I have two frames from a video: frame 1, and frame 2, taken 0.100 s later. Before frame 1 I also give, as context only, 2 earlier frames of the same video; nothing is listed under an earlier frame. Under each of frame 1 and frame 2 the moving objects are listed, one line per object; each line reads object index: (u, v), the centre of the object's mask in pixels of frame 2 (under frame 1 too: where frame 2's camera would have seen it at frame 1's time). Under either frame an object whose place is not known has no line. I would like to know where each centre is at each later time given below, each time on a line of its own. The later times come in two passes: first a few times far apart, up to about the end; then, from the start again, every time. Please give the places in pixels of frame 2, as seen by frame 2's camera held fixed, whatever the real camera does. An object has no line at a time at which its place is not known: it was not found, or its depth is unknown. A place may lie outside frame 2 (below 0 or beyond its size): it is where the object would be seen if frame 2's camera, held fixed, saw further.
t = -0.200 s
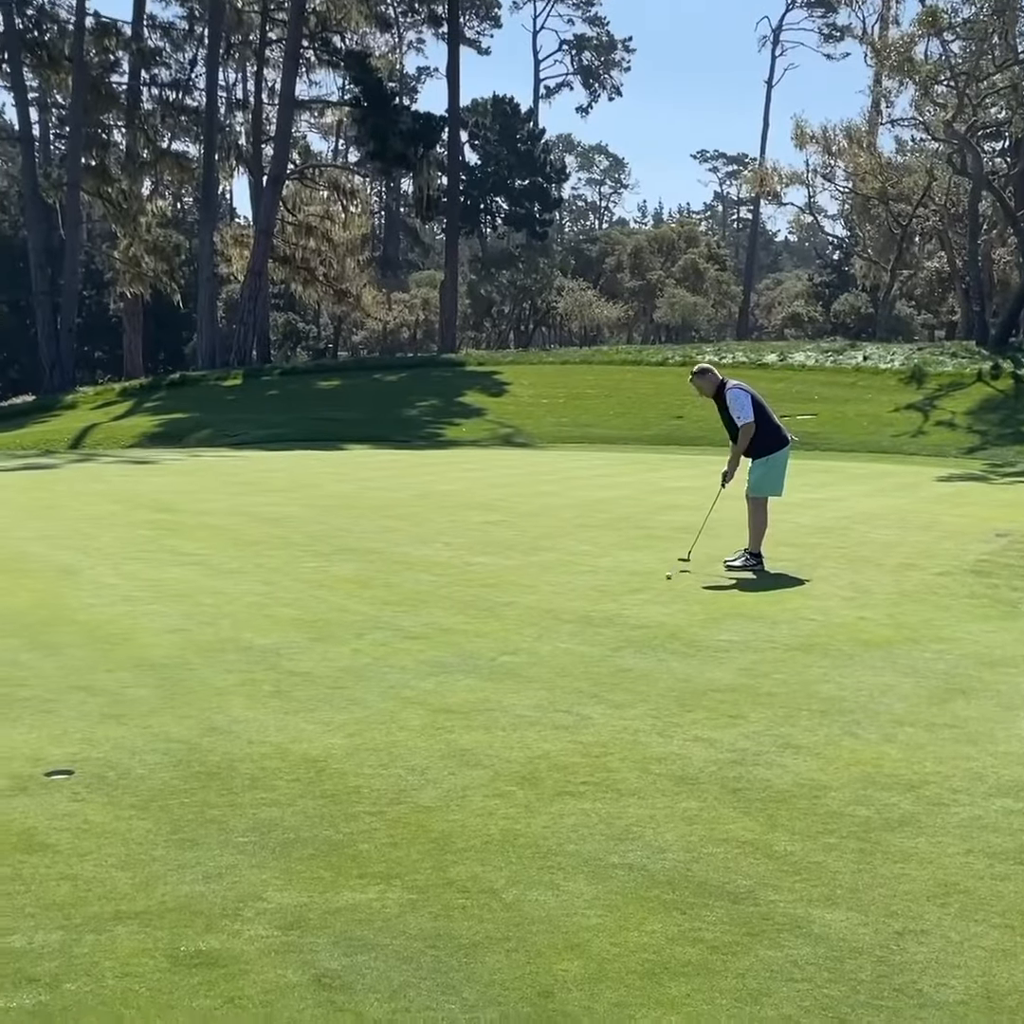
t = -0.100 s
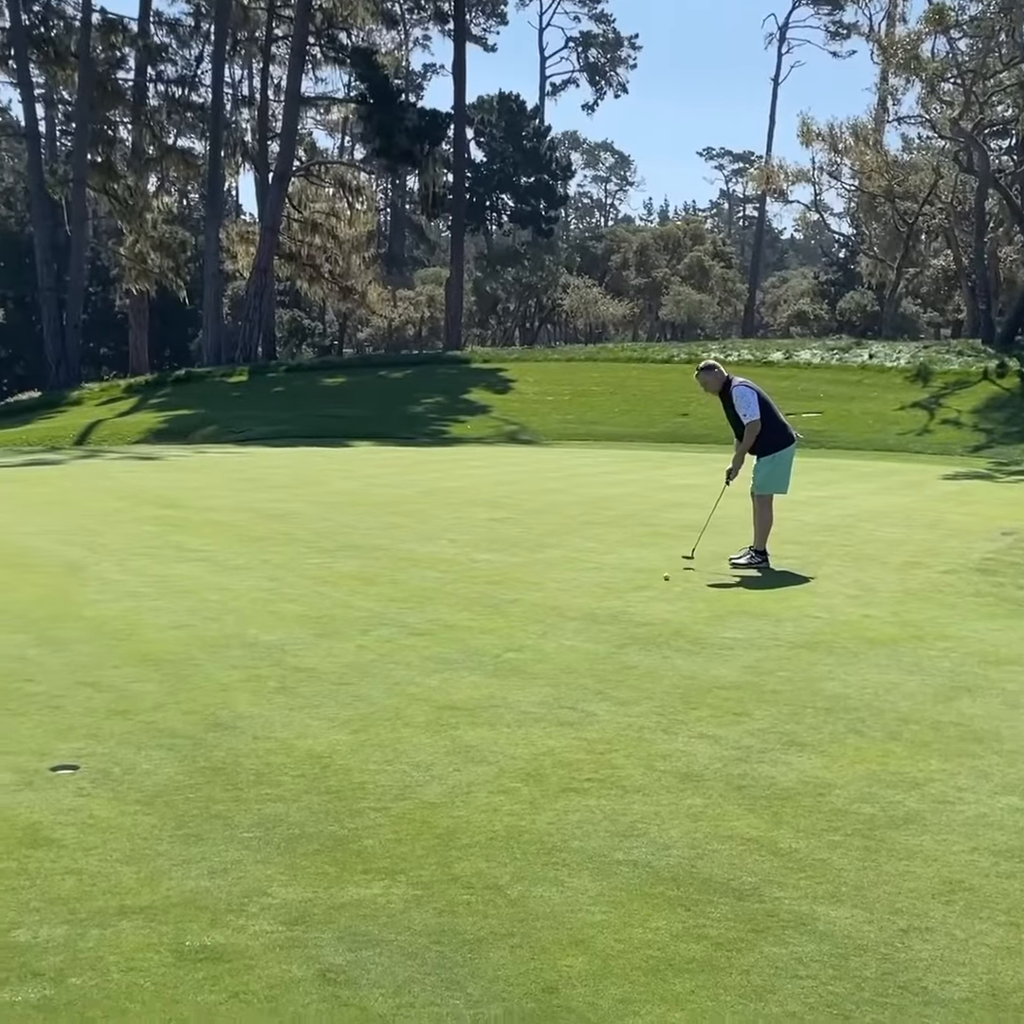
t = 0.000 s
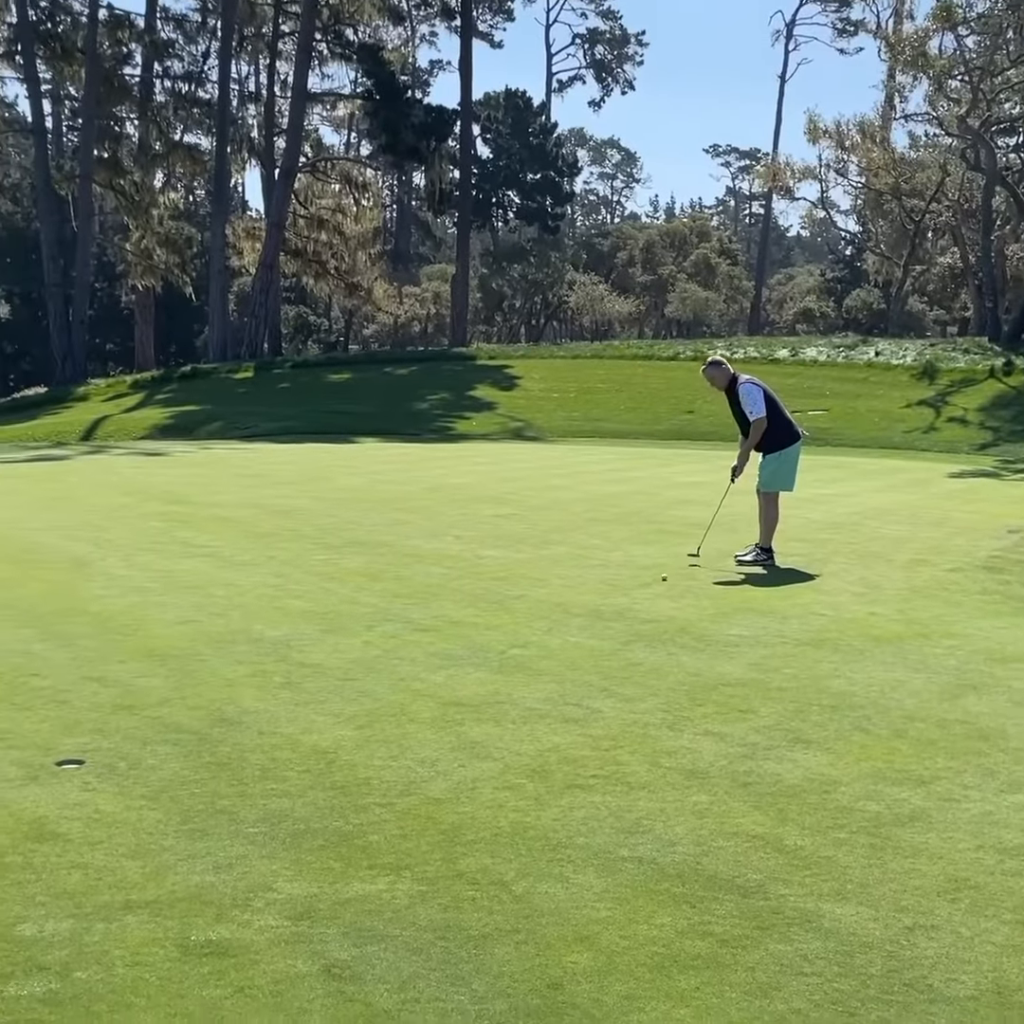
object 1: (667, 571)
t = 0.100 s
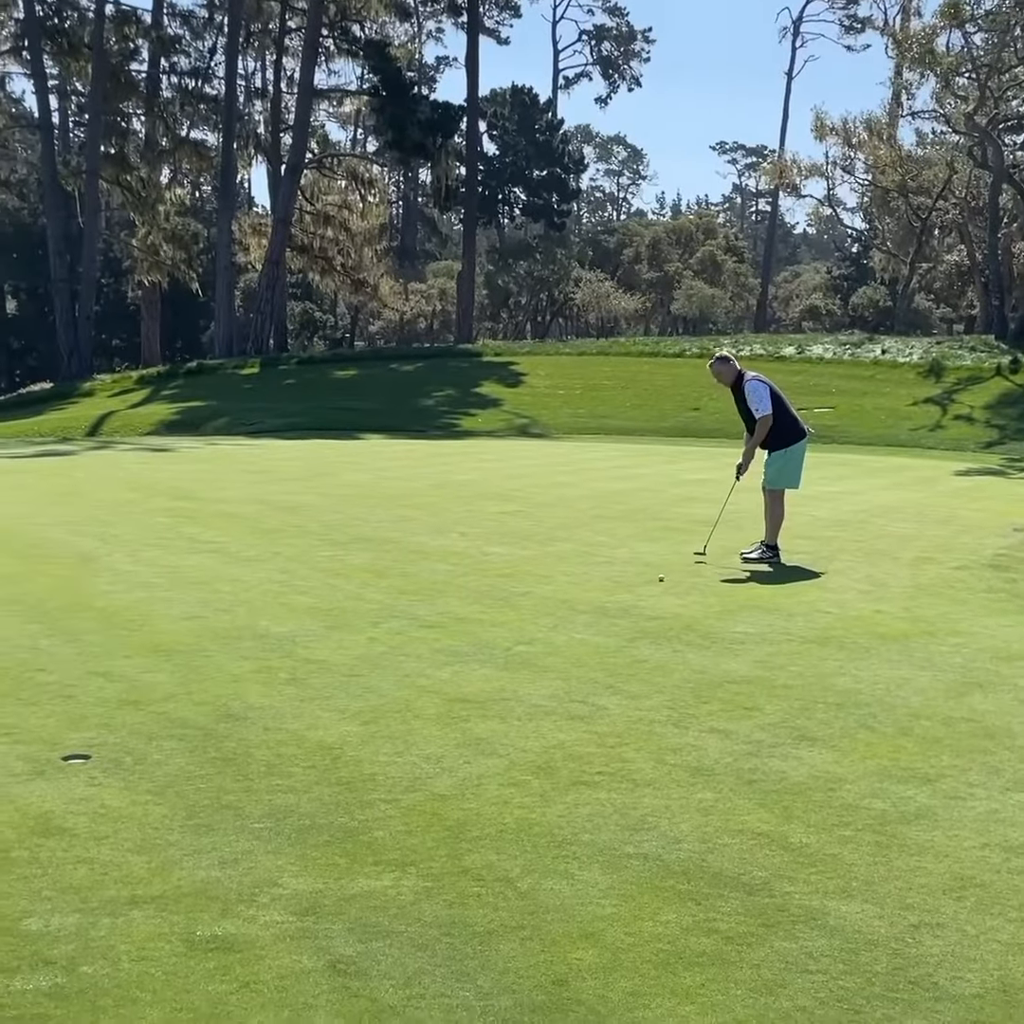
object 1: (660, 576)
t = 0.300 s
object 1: (642, 585)
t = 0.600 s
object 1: (612, 597)
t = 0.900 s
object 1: (578, 609)
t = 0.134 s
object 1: (657, 577)
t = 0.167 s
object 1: (654, 579)
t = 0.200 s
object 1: (651, 580)
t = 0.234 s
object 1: (648, 581)
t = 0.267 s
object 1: (646, 583)
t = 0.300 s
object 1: (642, 585)
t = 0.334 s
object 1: (640, 586)
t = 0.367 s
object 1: (636, 588)
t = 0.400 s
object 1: (633, 589)
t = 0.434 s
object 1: (630, 590)
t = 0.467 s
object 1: (626, 591)
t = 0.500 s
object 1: (622, 593)
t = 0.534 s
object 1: (619, 594)
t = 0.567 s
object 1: (616, 595)
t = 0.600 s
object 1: (612, 597)
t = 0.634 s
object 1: (609, 598)
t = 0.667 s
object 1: (604, 599)
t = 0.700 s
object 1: (601, 601)
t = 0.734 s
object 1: (597, 602)
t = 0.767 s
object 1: (593, 603)
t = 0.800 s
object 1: (590, 605)
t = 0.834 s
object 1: (586, 606)
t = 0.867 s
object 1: (581, 608)
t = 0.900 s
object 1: (578, 609)
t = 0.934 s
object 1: (574, 610)
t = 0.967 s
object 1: (569, 612)
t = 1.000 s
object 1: (565, 613)
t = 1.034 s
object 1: (562, 615)
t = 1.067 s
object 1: (557, 616)
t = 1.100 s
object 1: (553, 618)
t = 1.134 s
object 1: (549, 619)
